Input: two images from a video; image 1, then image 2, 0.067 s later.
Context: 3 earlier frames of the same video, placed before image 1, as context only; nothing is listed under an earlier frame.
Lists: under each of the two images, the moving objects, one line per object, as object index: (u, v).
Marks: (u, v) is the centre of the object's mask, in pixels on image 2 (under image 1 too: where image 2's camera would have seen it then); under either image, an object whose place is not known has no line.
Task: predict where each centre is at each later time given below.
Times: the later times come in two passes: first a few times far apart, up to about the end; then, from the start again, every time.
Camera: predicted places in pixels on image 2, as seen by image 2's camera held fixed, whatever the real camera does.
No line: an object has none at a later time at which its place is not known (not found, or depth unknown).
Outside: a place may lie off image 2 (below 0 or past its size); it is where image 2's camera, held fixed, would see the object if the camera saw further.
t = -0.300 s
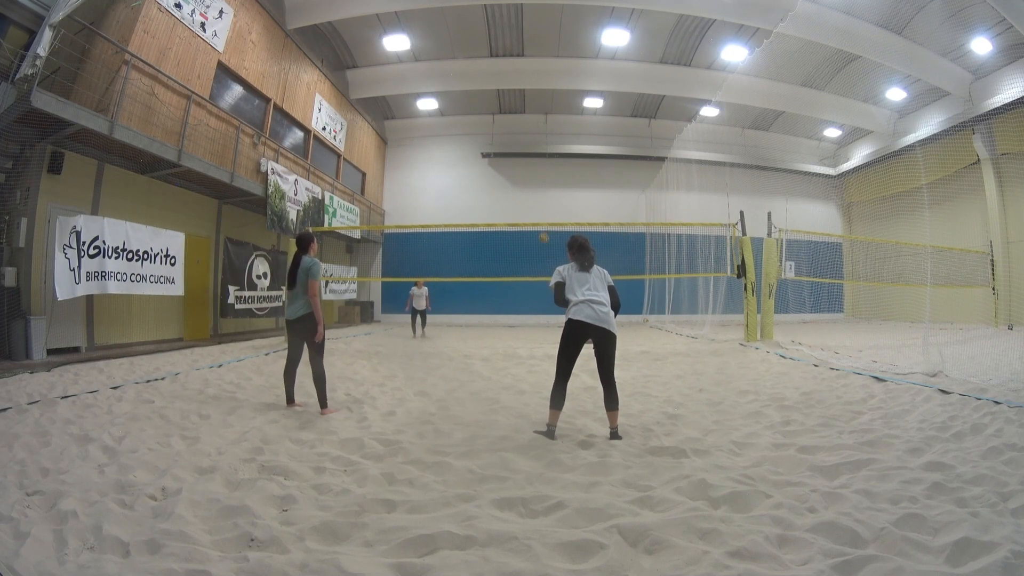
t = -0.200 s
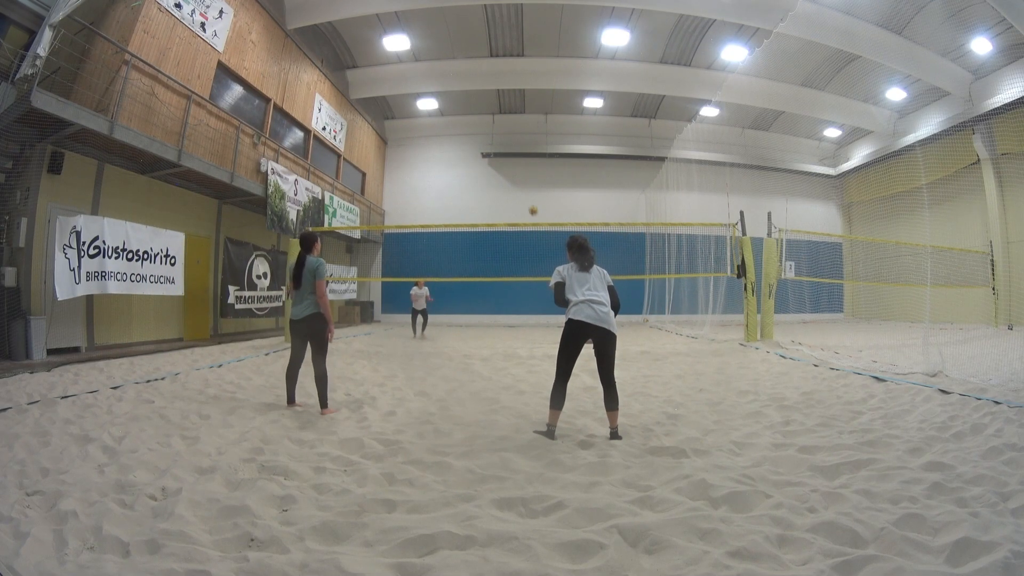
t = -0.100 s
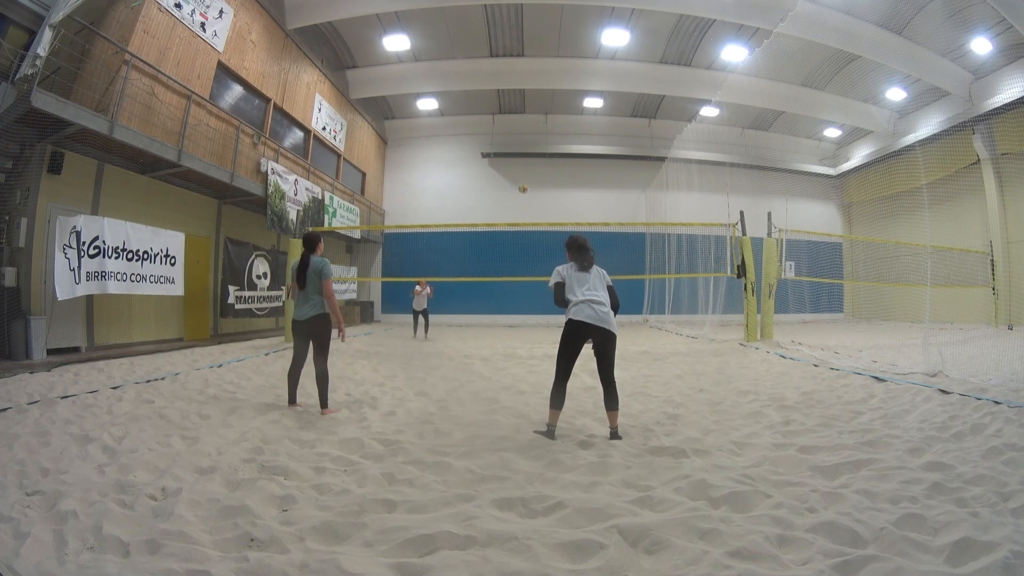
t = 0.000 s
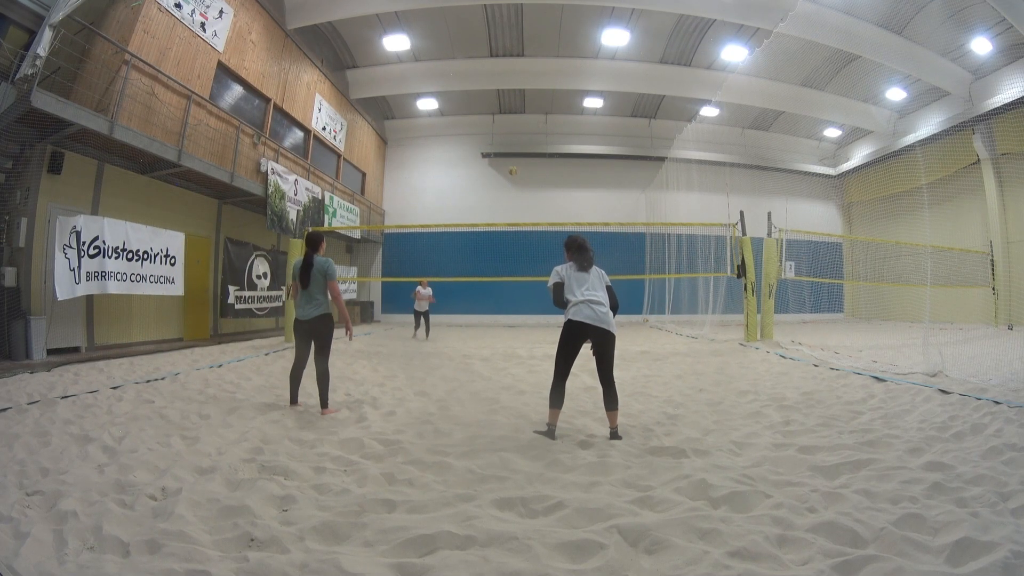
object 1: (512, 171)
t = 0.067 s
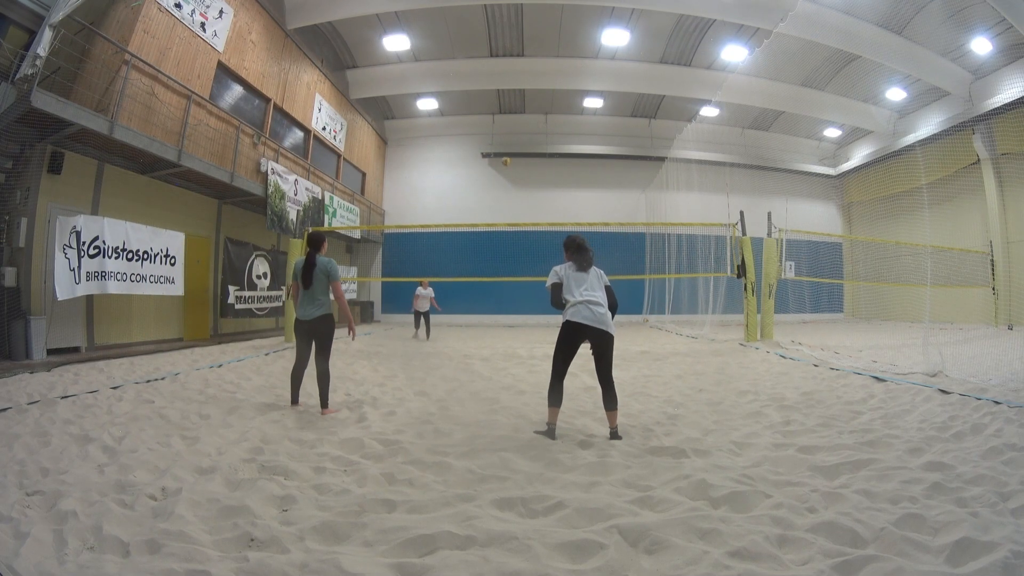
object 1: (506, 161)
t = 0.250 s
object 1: (487, 146)
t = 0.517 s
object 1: (460, 148)
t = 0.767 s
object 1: (434, 175)
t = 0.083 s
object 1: (504, 159)
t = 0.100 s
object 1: (503, 157)
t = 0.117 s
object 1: (501, 156)
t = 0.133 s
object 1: (499, 154)
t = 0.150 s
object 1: (498, 153)
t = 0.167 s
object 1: (496, 151)
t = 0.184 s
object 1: (495, 150)
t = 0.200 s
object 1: (493, 149)
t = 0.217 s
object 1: (491, 148)
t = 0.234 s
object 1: (490, 147)
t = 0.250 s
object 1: (487, 146)
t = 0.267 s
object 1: (486, 145)
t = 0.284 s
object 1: (484, 144)
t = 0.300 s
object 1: (483, 144)
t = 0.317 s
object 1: (481, 144)
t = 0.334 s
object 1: (479, 143)
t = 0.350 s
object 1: (478, 143)
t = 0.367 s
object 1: (476, 143)
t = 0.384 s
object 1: (474, 143)
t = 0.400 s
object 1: (473, 143)
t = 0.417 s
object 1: (471, 143)
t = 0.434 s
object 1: (469, 144)
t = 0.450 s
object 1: (467, 144)
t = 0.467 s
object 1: (465, 145)
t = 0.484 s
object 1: (464, 146)
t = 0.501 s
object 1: (463, 146)
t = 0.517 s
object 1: (460, 148)
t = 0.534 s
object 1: (459, 149)
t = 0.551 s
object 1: (457, 150)
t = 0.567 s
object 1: (456, 151)
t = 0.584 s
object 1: (454, 152)
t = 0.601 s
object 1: (452, 154)
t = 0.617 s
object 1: (450, 156)
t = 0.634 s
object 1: (449, 157)
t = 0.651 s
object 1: (447, 159)
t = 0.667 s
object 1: (445, 161)
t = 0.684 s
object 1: (443, 163)
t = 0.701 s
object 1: (441, 165)
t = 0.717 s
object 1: (439, 168)
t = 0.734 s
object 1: (438, 170)
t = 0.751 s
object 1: (436, 172)
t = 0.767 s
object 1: (434, 175)
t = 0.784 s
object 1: (432, 178)
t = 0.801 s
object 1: (429, 181)
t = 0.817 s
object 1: (428, 183)
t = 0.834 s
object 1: (426, 187)
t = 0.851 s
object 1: (425, 190)
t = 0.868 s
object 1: (423, 194)
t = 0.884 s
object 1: (422, 197)
